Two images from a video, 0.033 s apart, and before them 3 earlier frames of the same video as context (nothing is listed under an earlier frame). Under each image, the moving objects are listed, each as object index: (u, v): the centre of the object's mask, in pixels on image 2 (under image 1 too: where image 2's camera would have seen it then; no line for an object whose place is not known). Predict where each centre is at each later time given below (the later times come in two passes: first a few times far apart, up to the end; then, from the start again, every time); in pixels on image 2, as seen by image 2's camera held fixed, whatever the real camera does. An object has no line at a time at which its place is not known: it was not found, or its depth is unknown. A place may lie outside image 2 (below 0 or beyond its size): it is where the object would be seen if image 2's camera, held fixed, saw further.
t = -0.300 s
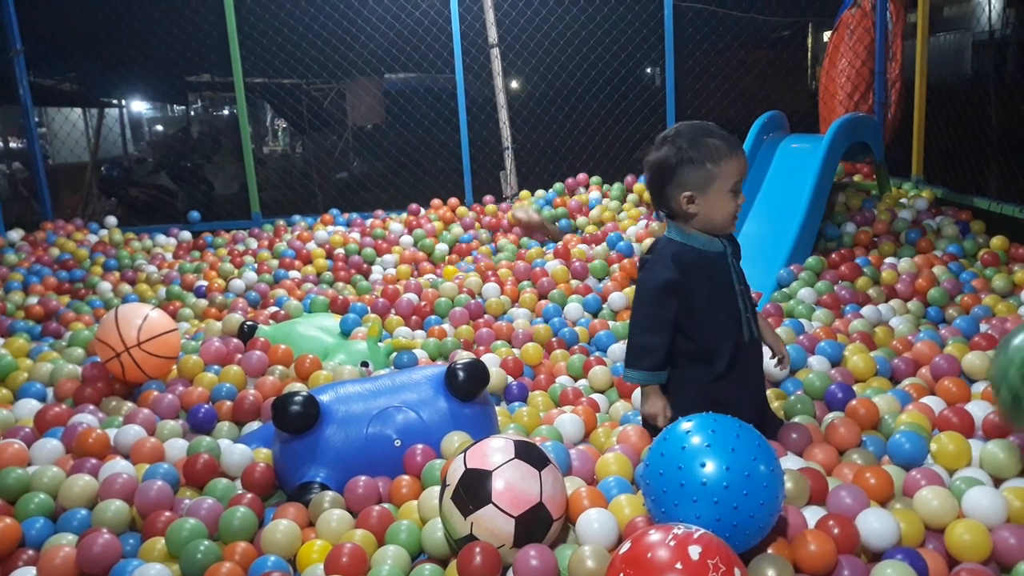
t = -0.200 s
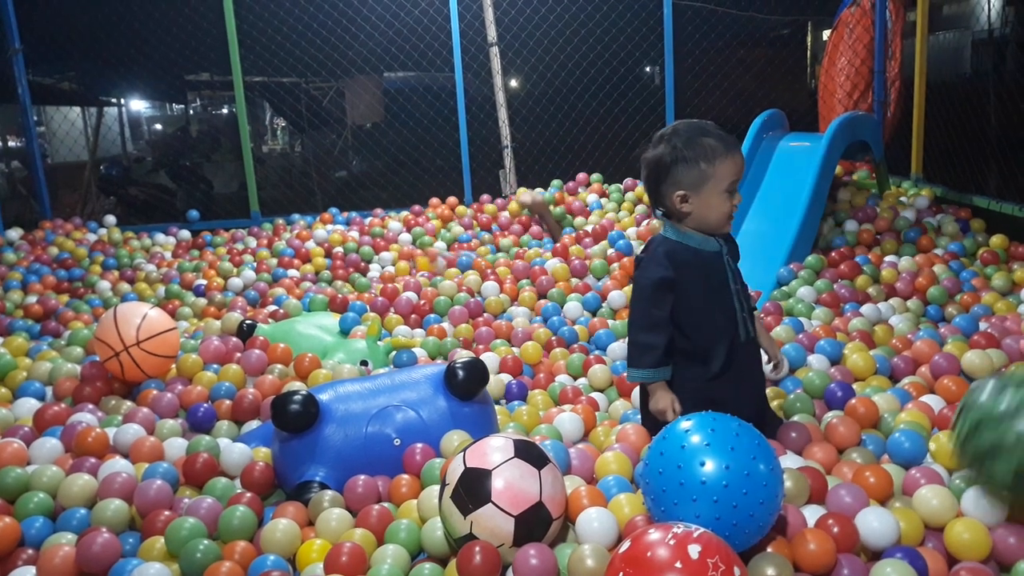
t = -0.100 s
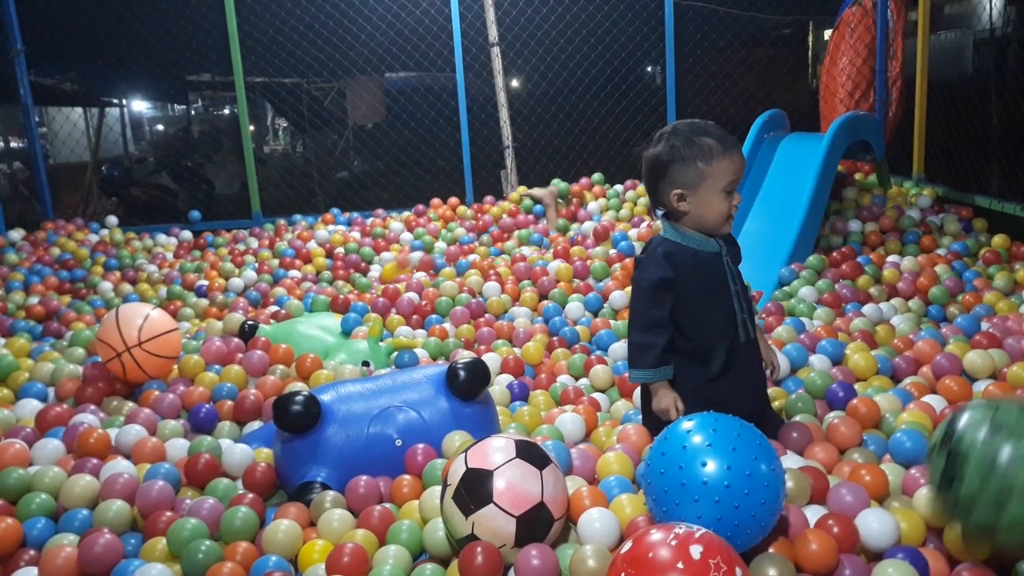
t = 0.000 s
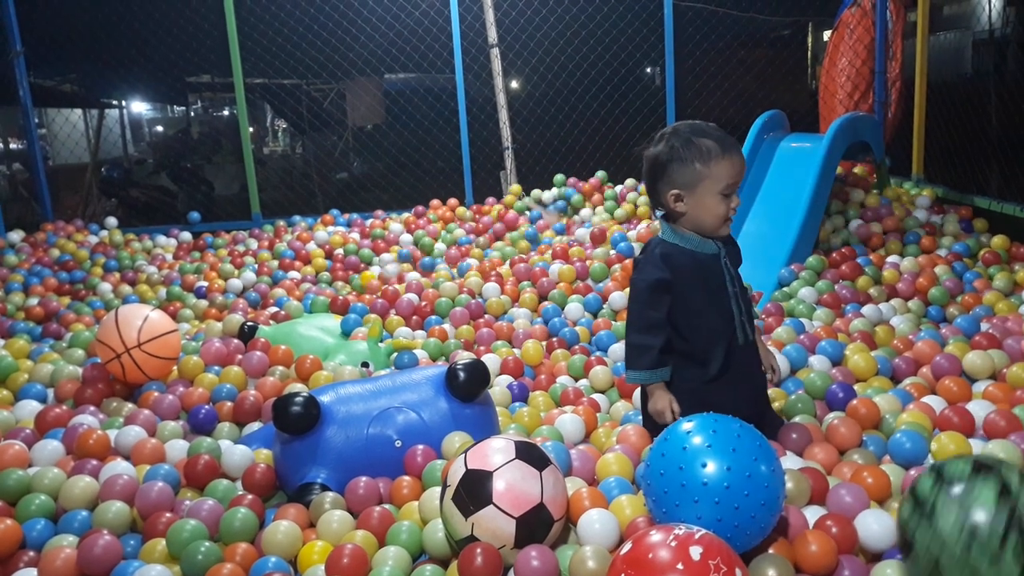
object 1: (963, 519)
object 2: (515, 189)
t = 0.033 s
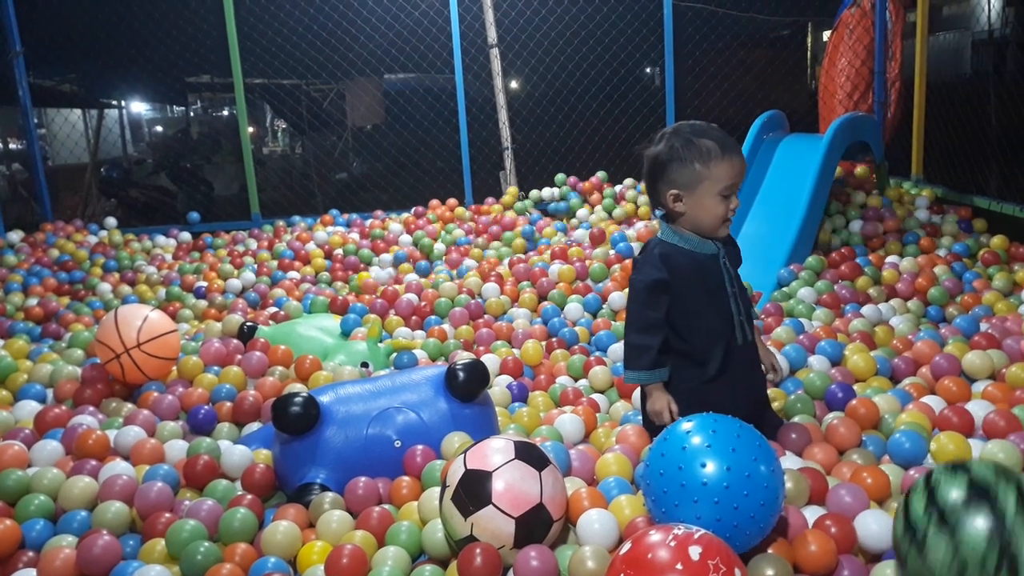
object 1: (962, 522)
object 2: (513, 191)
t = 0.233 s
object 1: (978, 549)
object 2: (517, 203)
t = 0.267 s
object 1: (983, 556)
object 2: (519, 202)
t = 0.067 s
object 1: (961, 528)
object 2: (512, 194)
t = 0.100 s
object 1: (962, 534)
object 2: (513, 196)
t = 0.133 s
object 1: (966, 537)
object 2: (514, 197)
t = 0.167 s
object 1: (969, 541)
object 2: (515, 199)
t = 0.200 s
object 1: (975, 546)
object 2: (515, 203)
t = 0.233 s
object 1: (978, 549)
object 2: (517, 203)
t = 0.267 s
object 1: (983, 556)
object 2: (519, 202)
